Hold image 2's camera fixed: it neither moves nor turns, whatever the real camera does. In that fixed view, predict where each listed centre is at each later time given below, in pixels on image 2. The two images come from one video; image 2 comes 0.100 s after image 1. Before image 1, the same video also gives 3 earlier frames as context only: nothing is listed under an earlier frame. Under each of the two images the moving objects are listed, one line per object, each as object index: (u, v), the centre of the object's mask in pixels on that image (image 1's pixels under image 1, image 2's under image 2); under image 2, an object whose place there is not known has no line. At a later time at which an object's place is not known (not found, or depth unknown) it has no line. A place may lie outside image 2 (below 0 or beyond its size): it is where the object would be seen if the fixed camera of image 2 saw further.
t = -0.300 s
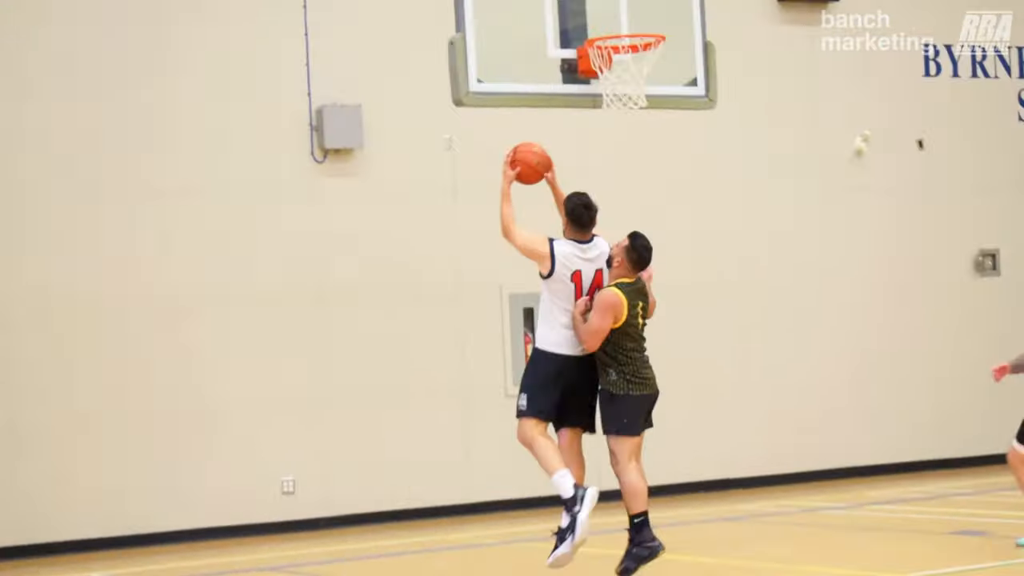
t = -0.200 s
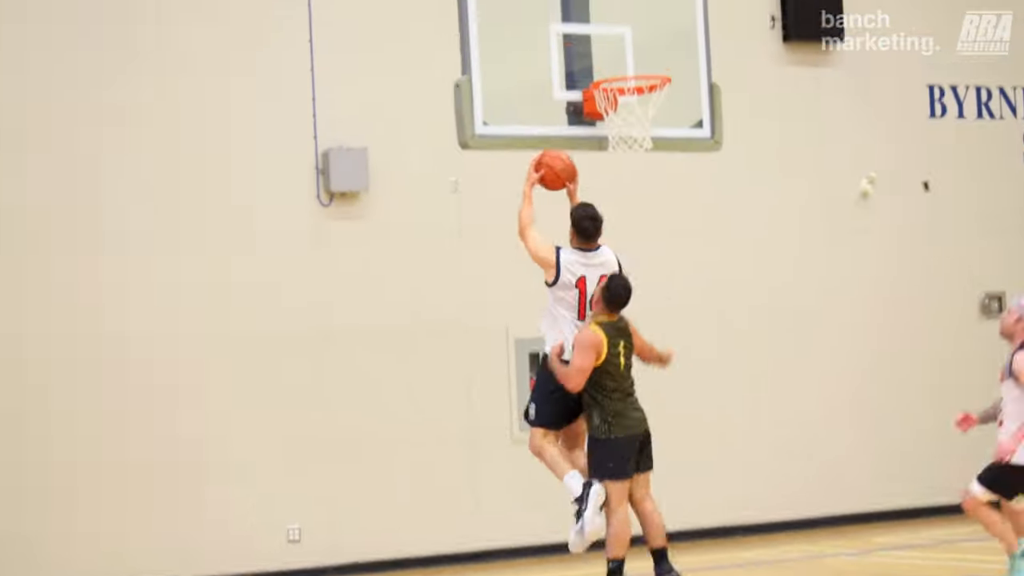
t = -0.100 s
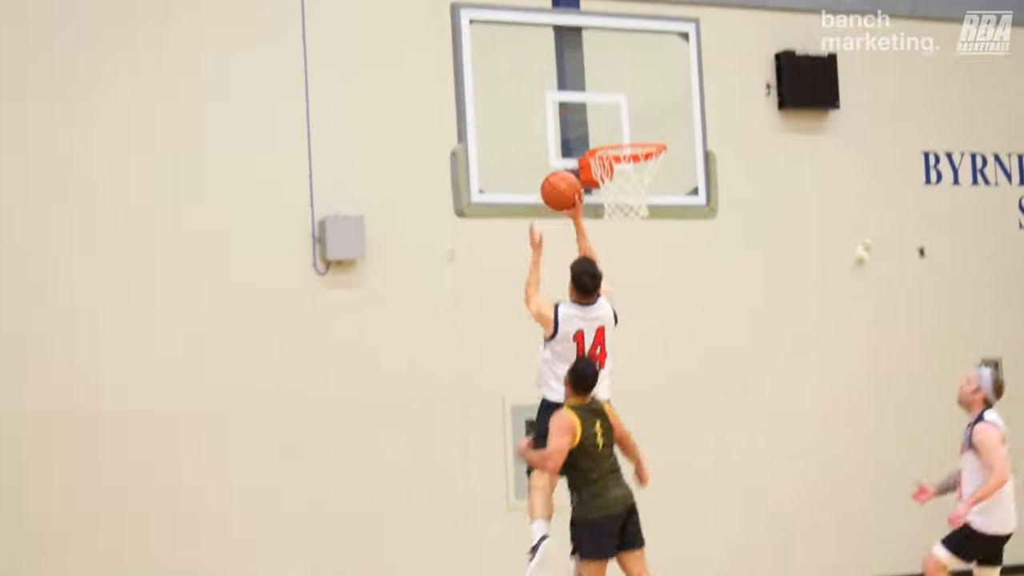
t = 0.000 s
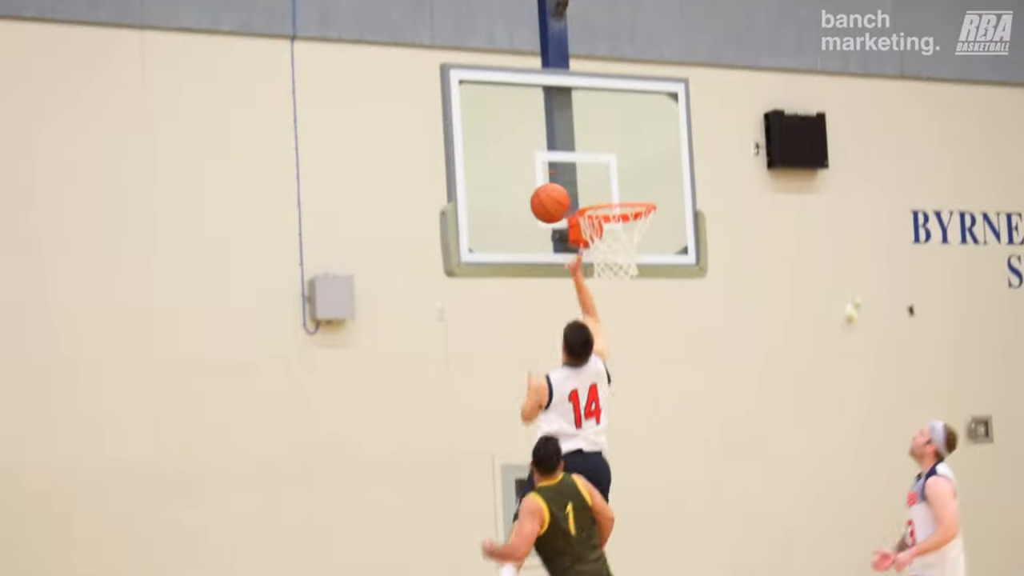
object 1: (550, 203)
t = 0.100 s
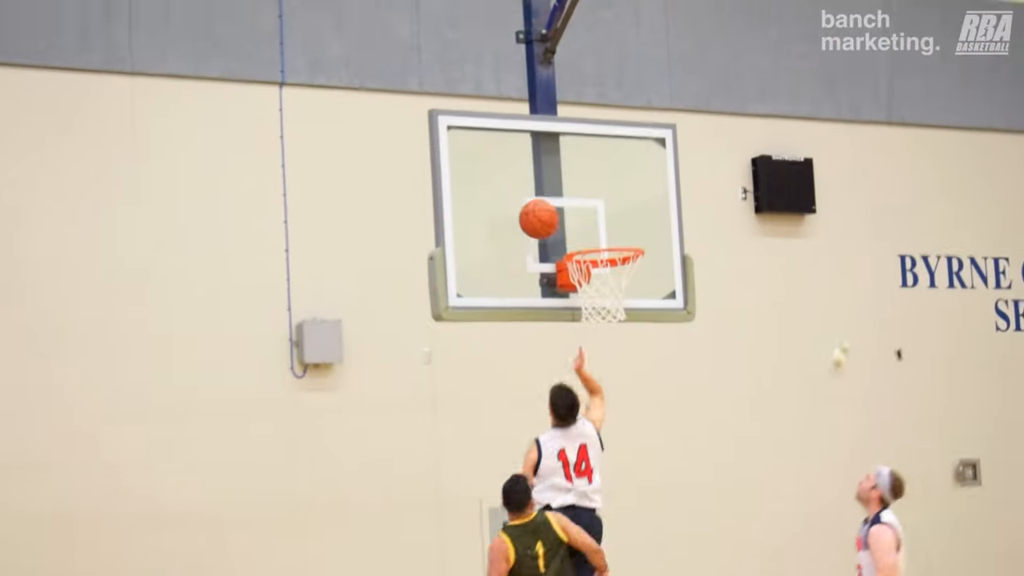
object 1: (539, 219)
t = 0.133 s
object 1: (539, 213)
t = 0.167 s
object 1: (544, 209)
